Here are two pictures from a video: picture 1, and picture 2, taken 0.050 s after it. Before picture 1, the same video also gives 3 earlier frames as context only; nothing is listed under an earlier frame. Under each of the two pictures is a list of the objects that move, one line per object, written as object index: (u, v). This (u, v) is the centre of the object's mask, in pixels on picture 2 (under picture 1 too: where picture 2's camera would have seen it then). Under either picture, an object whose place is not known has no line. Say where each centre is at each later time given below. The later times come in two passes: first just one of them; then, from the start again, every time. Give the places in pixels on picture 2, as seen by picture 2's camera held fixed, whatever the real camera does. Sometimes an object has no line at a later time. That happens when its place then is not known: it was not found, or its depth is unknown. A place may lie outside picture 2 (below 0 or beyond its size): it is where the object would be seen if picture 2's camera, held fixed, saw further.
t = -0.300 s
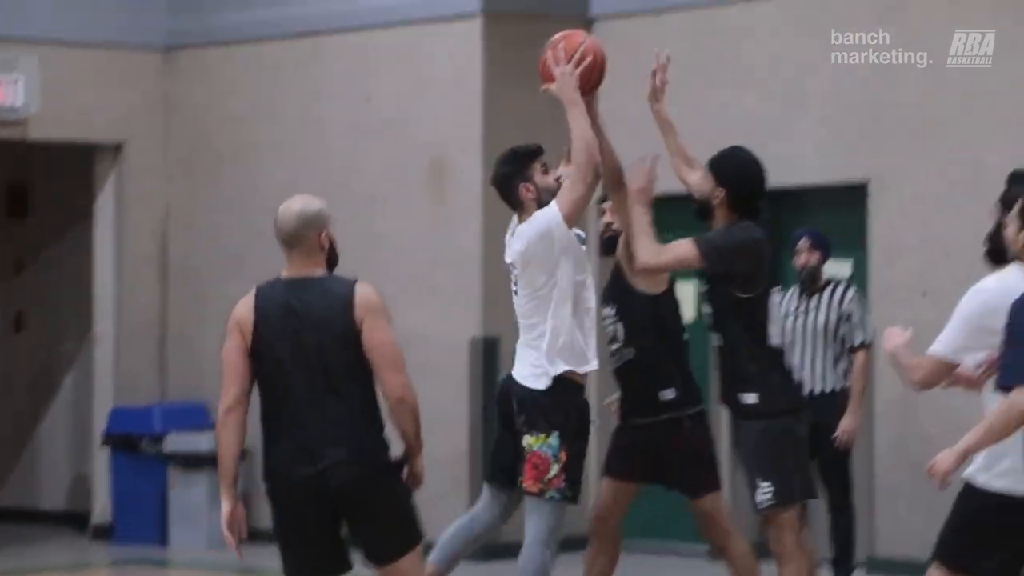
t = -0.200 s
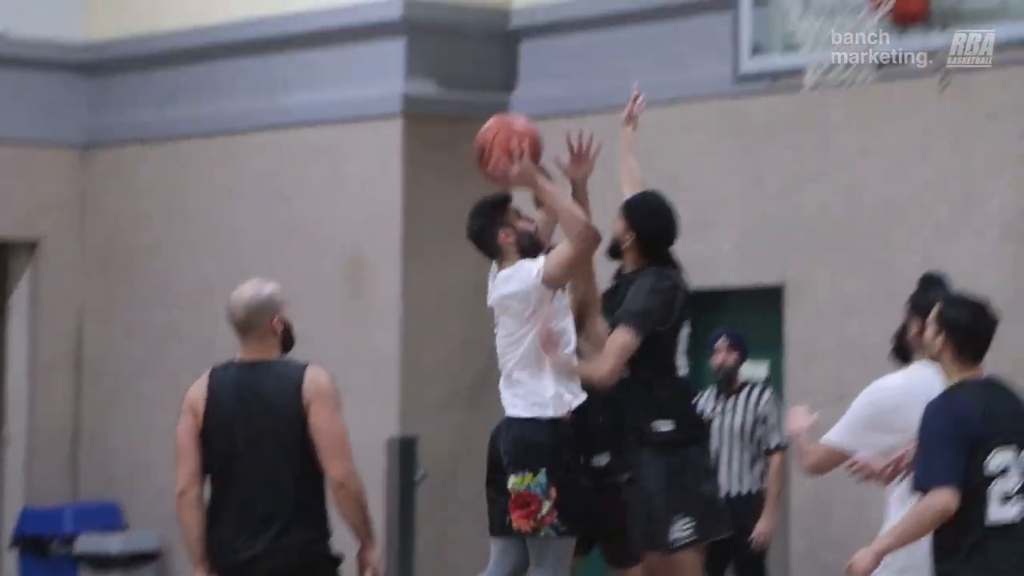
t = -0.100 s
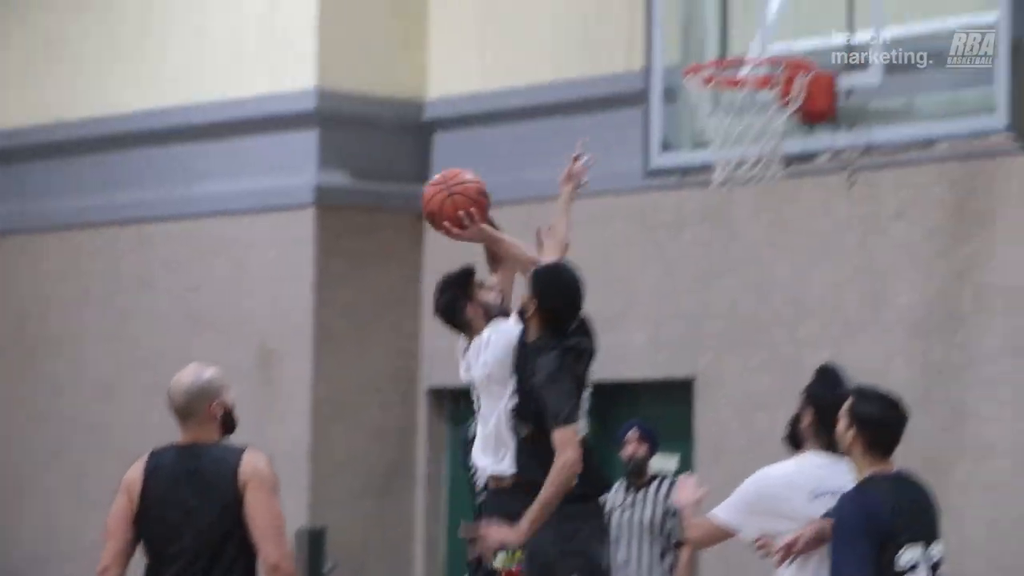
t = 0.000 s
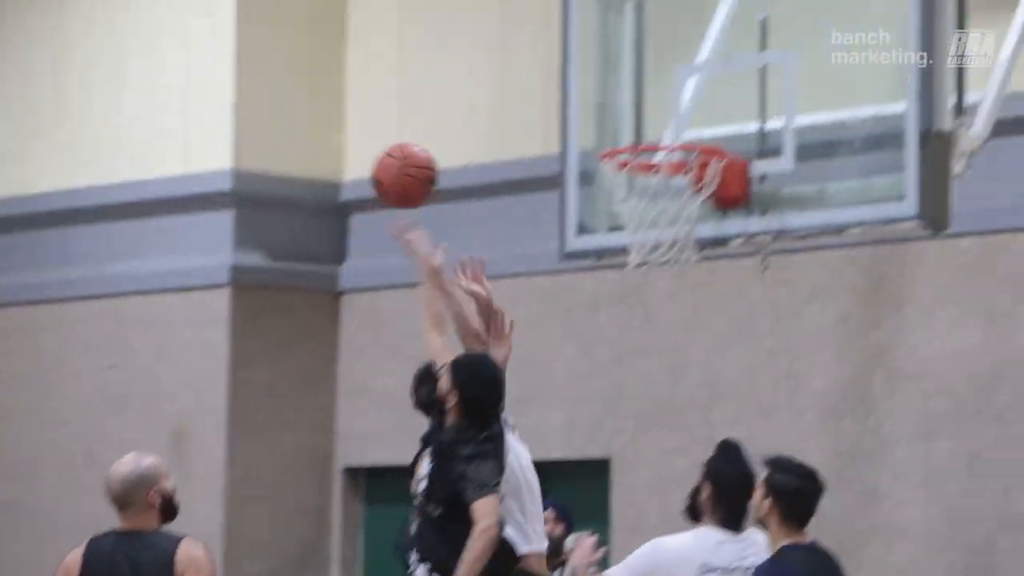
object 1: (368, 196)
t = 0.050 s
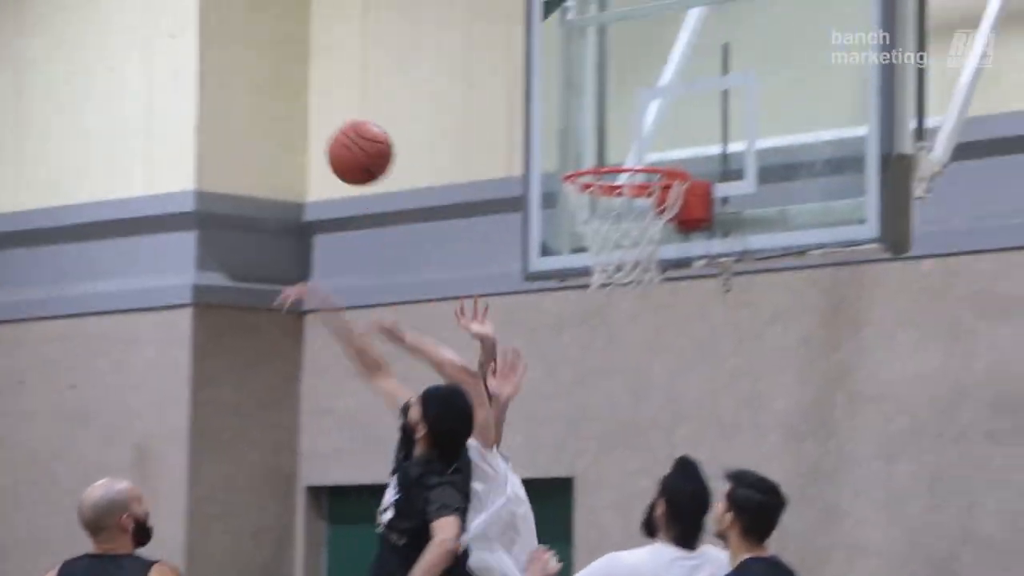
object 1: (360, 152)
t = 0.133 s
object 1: (347, 96)
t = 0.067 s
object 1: (357, 139)
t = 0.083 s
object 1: (355, 127)
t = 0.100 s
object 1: (352, 116)
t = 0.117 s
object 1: (350, 106)
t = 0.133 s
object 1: (347, 96)
